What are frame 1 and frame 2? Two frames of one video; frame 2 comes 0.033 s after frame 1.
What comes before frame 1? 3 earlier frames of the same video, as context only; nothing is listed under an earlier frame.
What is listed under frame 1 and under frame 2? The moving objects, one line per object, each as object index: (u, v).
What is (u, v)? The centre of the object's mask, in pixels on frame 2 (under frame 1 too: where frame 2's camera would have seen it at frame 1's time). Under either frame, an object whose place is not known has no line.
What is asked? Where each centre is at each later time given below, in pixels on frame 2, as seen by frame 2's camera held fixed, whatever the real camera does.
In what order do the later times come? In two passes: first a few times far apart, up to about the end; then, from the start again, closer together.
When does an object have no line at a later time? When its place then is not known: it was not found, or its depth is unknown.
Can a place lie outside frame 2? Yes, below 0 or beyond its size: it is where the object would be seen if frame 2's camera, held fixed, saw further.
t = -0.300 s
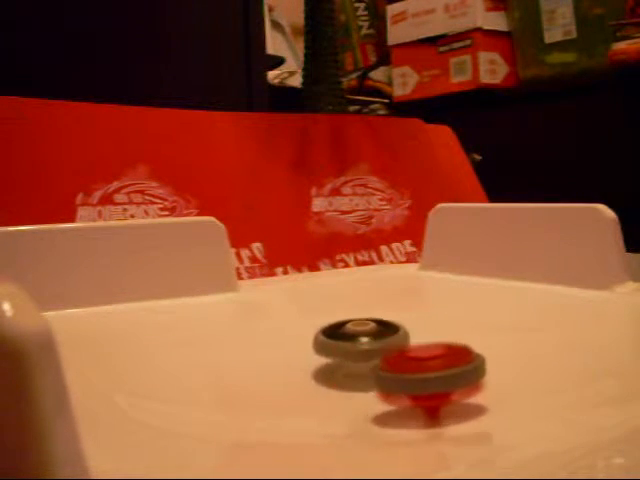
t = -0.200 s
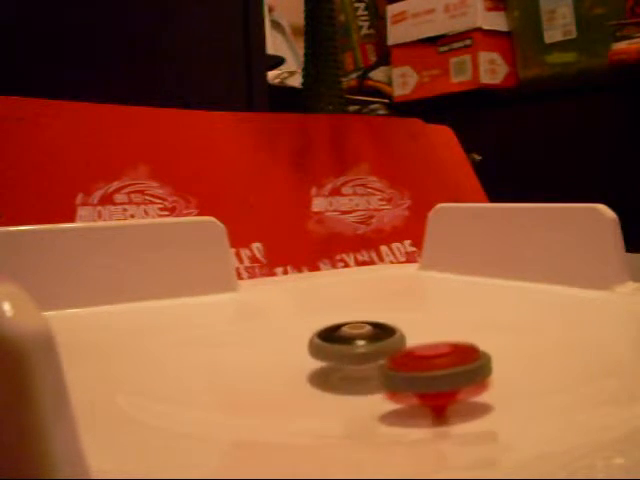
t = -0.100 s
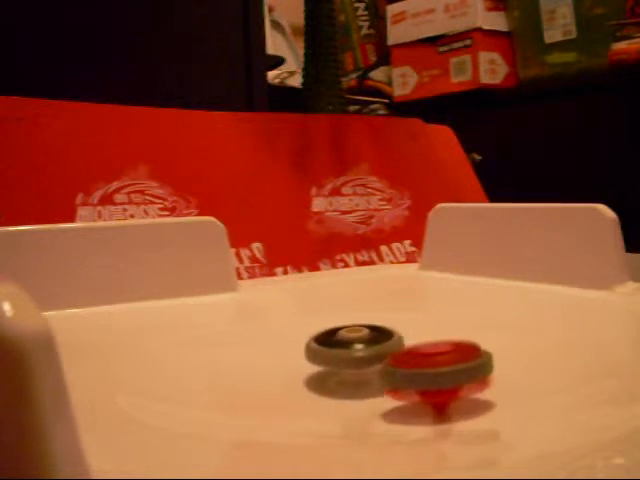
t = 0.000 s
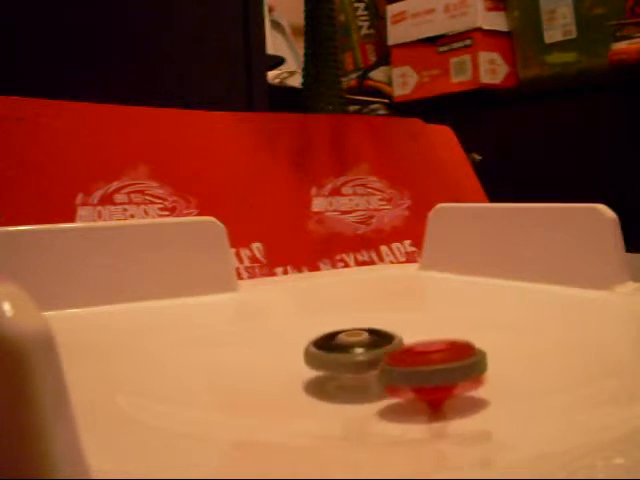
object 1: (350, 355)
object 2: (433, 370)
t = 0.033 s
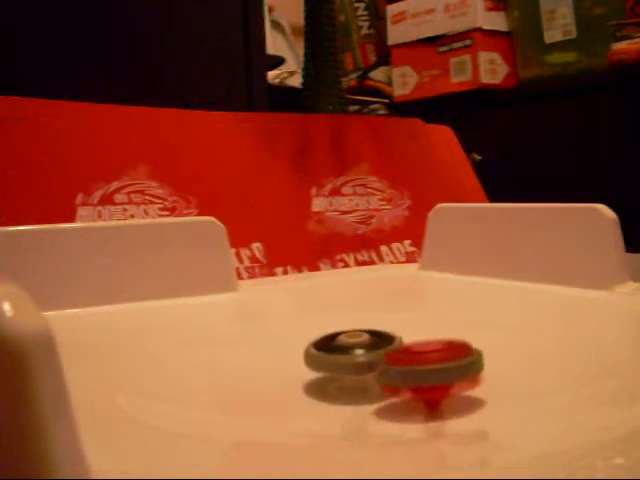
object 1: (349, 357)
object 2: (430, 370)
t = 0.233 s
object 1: (264, 304)
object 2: (574, 360)
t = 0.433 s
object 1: (249, 349)
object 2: (586, 355)
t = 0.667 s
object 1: (318, 382)
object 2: (529, 363)
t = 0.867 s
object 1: (263, 381)
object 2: (499, 345)
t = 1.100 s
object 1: (212, 381)
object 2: (442, 328)
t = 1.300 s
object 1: (354, 385)
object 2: (357, 329)
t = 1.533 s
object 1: (404, 379)
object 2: (284, 337)
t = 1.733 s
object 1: (416, 375)
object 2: (256, 346)
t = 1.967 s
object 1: (414, 371)
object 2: (258, 356)
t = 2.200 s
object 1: (399, 369)
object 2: (285, 366)
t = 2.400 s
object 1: (407, 365)
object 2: (294, 370)
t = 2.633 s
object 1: (468, 350)
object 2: (235, 372)
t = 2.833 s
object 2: (264, 380)
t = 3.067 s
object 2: (316, 385)
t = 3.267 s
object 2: (363, 383)
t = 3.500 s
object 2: (411, 378)
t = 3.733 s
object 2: (495, 377)
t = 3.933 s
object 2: (515, 366)
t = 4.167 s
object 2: (483, 363)
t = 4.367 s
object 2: (450, 363)
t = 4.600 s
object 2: (484, 352)
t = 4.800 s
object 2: (498, 340)
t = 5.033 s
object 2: (455, 336)
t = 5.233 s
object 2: (418, 335)
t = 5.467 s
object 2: (375, 338)
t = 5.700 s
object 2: (337, 339)
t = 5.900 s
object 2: (313, 348)
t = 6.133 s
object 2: (301, 357)
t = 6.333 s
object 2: (299, 362)
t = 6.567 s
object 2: (310, 369)
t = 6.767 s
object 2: (306, 373)
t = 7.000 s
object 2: (327, 376)
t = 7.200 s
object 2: (336, 378)
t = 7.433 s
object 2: (308, 383)
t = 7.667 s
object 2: (332, 383)
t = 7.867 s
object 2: (322, 385)
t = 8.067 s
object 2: (272, 391)
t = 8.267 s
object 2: (320, 392)
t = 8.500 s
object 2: (361, 386)
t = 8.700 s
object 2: (390, 377)
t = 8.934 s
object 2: (431, 366)
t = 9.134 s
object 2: (448, 355)
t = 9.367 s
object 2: (452, 348)
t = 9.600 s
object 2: (437, 349)
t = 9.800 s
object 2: (431, 350)
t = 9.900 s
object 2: (422, 351)
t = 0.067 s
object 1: (337, 347)
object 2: (449, 372)
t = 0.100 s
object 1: (315, 335)
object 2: (484, 375)
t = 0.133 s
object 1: (297, 323)
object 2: (517, 373)
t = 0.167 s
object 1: (284, 315)
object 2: (543, 369)
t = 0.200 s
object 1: (273, 308)
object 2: (562, 363)
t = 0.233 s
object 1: (264, 304)
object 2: (574, 360)
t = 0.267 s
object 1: (256, 305)
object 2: (580, 359)
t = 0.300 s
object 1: (250, 314)
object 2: (583, 358)
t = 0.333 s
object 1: (245, 322)
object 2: (584, 356)
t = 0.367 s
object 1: (244, 332)
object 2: (585, 356)
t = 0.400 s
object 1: (245, 340)
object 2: (586, 356)
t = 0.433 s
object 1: (249, 349)
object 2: (586, 355)
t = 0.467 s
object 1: (256, 357)
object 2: (585, 354)
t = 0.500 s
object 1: (265, 363)
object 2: (584, 354)
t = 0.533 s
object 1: (276, 369)
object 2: (581, 353)
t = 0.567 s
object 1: (287, 373)
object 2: (576, 355)
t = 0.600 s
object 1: (299, 379)
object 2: (564, 358)
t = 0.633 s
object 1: (310, 381)
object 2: (548, 361)
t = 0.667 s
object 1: (318, 382)
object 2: (529, 363)
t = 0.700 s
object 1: (326, 383)
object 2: (509, 364)
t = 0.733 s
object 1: (333, 384)
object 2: (489, 364)
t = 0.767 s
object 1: (339, 384)
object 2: (469, 364)
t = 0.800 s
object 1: (342, 385)
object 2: (456, 363)
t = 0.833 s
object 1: (304, 381)
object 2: (478, 354)
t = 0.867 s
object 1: (263, 381)
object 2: (499, 345)
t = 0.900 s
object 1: (231, 378)
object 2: (510, 337)
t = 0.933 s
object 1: (209, 379)
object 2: (512, 332)
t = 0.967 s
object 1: (193, 377)
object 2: (504, 330)
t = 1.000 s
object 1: (187, 375)
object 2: (490, 329)
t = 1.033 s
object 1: (187, 376)
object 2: (474, 329)
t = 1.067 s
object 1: (196, 377)
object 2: (457, 328)
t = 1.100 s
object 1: (212, 381)
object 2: (442, 328)
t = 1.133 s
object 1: (237, 383)
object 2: (427, 327)
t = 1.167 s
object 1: (264, 386)
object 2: (412, 329)
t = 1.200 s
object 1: (289, 387)
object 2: (398, 329)
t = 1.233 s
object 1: (314, 387)
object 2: (384, 330)
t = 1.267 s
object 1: (335, 386)
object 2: (370, 330)
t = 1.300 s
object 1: (354, 385)
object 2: (357, 329)
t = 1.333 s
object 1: (369, 385)
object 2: (343, 331)
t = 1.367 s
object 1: (380, 383)
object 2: (331, 332)
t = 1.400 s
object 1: (387, 382)
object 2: (320, 333)
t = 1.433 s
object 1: (392, 381)
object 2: (310, 334)
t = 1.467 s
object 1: (396, 380)
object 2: (300, 335)
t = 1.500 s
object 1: (400, 379)
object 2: (292, 337)
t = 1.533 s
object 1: (404, 379)
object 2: (284, 337)
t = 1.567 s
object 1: (407, 378)
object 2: (277, 338)
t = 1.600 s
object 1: (410, 377)
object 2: (271, 340)
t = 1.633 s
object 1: (413, 377)
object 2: (267, 341)
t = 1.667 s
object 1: (415, 376)
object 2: (262, 343)
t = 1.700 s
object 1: (417, 375)
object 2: (259, 344)
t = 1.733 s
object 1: (416, 375)
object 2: (256, 346)
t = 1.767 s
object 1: (417, 374)
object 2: (255, 347)
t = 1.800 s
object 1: (417, 374)
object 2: (254, 349)
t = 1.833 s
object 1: (417, 374)
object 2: (254, 350)
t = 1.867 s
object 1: (416, 373)
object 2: (254, 352)
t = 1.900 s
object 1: (416, 372)
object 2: (255, 353)
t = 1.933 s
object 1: (415, 372)
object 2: (257, 354)
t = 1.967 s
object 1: (414, 371)
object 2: (258, 356)
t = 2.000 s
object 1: (412, 371)
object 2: (260, 357)
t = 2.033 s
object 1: (411, 371)
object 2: (263, 359)
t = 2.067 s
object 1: (409, 370)
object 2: (267, 361)
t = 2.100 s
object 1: (406, 370)
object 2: (271, 362)
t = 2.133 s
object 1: (404, 369)
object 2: (275, 363)
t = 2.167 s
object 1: (402, 369)
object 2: (280, 365)
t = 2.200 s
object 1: (399, 369)
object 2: (285, 366)
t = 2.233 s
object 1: (397, 368)
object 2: (290, 367)
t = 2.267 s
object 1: (403, 367)
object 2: (286, 367)
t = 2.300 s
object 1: (409, 366)
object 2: (283, 368)
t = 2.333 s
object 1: (410, 366)
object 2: (285, 368)
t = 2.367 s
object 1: (409, 365)
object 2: (289, 369)
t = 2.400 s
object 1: (407, 365)
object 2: (294, 370)
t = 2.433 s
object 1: (405, 365)
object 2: (299, 371)
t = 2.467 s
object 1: (412, 364)
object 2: (297, 371)
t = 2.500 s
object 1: (434, 359)
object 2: (270, 370)
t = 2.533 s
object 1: (450, 355)
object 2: (247, 370)
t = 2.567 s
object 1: (464, 352)
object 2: (236, 371)
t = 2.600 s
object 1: (468, 350)
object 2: (234, 371)
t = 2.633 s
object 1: (468, 350)
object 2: (235, 372)
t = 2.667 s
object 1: (464, 350)
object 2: (239, 373)
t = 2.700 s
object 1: (461, 349)
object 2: (243, 376)
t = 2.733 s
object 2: (247, 377)
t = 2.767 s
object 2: (253, 378)
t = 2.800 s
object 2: (258, 379)
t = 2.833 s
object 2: (264, 380)
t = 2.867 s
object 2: (270, 381)
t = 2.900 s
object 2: (277, 382)
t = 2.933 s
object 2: (284, 383)
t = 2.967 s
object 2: (292, 383)
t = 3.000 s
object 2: (300, 384)
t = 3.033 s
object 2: (308, 384)
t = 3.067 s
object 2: (316, 385)
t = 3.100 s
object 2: (324, 385)
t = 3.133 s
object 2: (332, 385)
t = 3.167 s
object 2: (340, 385)
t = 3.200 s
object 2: (347, 384)
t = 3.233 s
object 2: (356, 384)
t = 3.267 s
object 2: (363, 383)
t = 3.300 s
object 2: (373, 382)
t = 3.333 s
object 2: (378, 381)
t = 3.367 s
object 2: (385, 379)
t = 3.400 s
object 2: (390, 378)
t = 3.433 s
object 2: (397, 377)
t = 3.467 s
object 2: (403, 377)
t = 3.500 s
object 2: (411, 378)
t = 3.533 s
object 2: (426, 384)
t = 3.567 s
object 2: (439, 385)
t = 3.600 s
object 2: (450, 385)
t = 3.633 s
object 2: (461, 384)
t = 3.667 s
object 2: (473, 382)
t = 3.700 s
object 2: (485, 380)
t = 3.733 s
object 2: (495, 377)
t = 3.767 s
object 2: (503, 375)
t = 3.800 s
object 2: (510, 373)
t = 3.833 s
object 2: (514, 371)
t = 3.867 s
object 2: (516, 369)
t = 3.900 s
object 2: (517, 367)
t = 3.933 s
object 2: (515, 366)
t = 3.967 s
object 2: (512, 366)
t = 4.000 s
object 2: (508, 365)
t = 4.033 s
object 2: (503, 365)
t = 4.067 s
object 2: (498, 364)
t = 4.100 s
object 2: (493, 364)
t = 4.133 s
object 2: (488, 364)
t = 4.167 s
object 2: (483, 363)
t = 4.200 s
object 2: (478, 363)
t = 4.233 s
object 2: (474, 363)
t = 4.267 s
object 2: (468, 363)
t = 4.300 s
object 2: (462, 363)
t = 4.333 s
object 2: (456, 363)
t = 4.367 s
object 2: (450, 363)
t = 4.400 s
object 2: (442, 363)
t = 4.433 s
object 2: (436, 362)
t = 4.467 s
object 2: (429, 362)
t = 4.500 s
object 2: (422, 362)
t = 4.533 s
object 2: (421, 360)
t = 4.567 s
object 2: (456, 356)
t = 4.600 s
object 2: (484, 352)
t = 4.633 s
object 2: (502, 350)
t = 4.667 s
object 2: (513, 346)
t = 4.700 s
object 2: (514, 344)
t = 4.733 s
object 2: (510, 342)
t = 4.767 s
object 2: (504, 341)
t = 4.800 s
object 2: (498, 340)
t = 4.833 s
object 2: (492, 339)
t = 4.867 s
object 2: (486, 338)
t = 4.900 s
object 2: (480, 338)
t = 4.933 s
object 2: (473, 337)
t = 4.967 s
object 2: (467, 336)
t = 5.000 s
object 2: (461, 336)
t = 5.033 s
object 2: (455, 336)
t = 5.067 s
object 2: (449, 335)
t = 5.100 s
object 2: (443, 335)
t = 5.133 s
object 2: (437, 335)
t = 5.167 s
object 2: (432, 336)
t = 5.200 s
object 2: (425, 336)
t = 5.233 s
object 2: (418, 335)
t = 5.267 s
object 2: (411, 336)
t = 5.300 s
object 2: (404, 336)
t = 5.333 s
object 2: (397, 336)
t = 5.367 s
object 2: (391, 338)
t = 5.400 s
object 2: (385, 338)
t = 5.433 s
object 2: (380, 338)
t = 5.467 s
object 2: (375, 338)
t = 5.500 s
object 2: (369, 337)
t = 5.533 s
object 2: (364, 336)
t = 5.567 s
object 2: (358, 336)
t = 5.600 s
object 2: (354, 337)
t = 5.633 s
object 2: (349, 337)
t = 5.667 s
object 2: (342, 338)
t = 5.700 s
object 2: (337, 339)
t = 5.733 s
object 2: (332, 340)
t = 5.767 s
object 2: (327, 342)
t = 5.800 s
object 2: (323, 343)
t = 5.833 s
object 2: (319, 346)
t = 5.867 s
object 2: (316, 347)
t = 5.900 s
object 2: (313, 348)
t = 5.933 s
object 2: (311, 351)
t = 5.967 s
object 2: (308, 352)
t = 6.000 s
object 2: (306, 353)
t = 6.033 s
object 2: (305, 354)
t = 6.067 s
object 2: (304, 355)
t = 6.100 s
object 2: (302, 356)
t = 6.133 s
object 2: (301, 357)
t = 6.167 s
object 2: (300, 358)
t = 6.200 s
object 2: (300, 358)
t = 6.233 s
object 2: (299, 359)
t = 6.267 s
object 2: (299, 360)
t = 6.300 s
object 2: (299, 361)
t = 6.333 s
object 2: (299, 362)
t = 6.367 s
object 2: (300, 363)
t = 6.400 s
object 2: (300, 364)
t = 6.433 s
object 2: (302, 365)
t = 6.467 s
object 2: (303, 366)
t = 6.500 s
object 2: (306, 367)
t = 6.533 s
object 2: (308, 368)
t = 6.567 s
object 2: (310, 369)
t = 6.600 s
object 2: (313, 370)
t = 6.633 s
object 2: (310, 370)
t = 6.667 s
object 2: (303, 370)
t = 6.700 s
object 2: (301, 371)
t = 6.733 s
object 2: (303, 372)
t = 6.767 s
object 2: (306, 373)
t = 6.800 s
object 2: (308, 373)
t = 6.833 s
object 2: (311, 374)
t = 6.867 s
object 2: (314, 375)
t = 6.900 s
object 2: (317, 375)
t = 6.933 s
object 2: (320, 375)
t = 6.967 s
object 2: (323, 376)
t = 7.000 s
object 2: (327, 376)
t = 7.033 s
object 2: (330, 376)
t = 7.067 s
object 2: (330, 377)
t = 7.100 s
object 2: (329, 377)
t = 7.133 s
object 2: (331, 378)
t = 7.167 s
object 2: (334, 378)
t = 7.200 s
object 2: (336, 378)
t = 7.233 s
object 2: (322, 380)
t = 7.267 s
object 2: (308, 381)
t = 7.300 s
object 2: (301, 382)
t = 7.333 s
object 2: (301, 382)
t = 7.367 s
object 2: (303, 383)
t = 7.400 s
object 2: (305, 383)
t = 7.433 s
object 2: (308, 383)
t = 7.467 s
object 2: (311, 383)
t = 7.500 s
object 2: (314, 383)
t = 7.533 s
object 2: (318, 384)
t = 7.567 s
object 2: (322, 384)
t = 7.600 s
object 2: (325, 384)
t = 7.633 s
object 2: (328, 383)
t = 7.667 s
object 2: (332, 383)
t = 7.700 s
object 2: (335, 382)
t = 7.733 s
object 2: (340, 382)
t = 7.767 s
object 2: (343, 381)
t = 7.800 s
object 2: (345, 380)
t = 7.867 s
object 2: (322, 385)
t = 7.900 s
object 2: (297, 388)
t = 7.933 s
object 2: (276, 389)
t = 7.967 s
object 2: (264, 390)
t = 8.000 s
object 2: (262, 390)
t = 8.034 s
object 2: (266, 391)
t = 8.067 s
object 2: (272, 391)
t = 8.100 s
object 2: (280, 392)
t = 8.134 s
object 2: (288, 392)
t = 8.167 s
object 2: (296, 392)
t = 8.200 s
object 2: (304, 393)
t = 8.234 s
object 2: (312, 392)
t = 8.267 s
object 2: (320, 392)
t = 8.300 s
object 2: (327, 392)
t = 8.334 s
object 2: (333, 391)
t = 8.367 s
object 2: (338, 390)
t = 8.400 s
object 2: (344, 389)
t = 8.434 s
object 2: (349, 388)
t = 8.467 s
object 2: (356, 387)
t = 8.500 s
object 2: (361, 386)
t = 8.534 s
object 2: (365, 386)
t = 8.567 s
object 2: (370, 384)
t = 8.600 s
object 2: (374, 382)
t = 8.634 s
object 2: (381, 380)
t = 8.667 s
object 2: (386, 379)
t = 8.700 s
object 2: (390, 377)
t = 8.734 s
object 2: (395, 374)
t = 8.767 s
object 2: (401, 373)
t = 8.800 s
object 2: (409, 373)
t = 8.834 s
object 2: (415, 372)
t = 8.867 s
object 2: (420, 370)
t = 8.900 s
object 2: (426, 368)
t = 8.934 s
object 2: (431, 366)
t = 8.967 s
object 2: (435, 364)
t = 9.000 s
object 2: (438, 362)
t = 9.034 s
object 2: (441, 360)
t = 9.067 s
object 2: (444, 359)
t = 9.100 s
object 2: (446, 357)
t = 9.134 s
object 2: (448, 355)
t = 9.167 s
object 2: (450, 354)
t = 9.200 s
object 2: (451, 353)
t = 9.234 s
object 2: (452, 352)
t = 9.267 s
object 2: (452, 351)
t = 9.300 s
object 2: (452, 350)
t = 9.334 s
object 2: (452, 350)
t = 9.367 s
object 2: (452, 348)
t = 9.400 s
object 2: (451, 347)
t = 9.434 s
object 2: (449, 347)
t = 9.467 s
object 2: (447, 348)
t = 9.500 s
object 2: (445, 348)
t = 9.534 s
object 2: (443, 348)
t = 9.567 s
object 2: (440, 349)
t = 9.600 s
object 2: (437, 349)
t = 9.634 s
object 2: (433, 350)
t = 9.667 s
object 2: (431, 350)
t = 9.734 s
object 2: (433, 349)
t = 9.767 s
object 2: (433, 350)
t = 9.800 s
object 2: (431, 350)
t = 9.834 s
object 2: (428, 351)
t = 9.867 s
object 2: (425, 351)
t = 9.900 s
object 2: (422, 351)
